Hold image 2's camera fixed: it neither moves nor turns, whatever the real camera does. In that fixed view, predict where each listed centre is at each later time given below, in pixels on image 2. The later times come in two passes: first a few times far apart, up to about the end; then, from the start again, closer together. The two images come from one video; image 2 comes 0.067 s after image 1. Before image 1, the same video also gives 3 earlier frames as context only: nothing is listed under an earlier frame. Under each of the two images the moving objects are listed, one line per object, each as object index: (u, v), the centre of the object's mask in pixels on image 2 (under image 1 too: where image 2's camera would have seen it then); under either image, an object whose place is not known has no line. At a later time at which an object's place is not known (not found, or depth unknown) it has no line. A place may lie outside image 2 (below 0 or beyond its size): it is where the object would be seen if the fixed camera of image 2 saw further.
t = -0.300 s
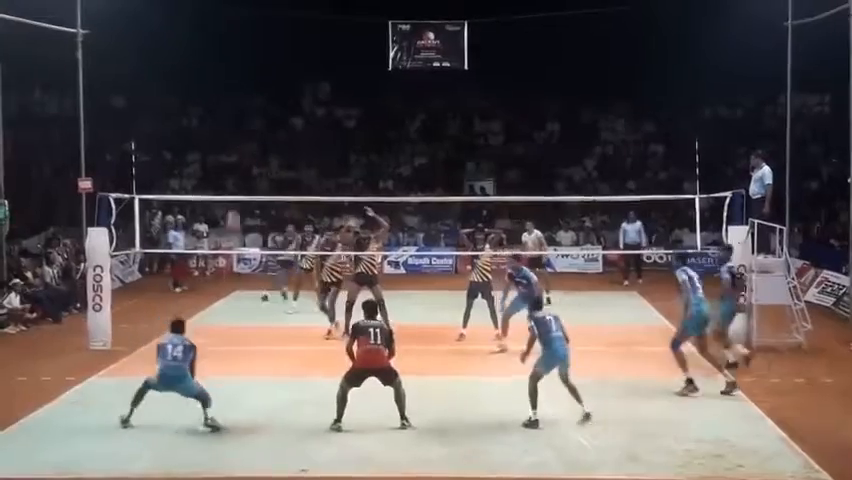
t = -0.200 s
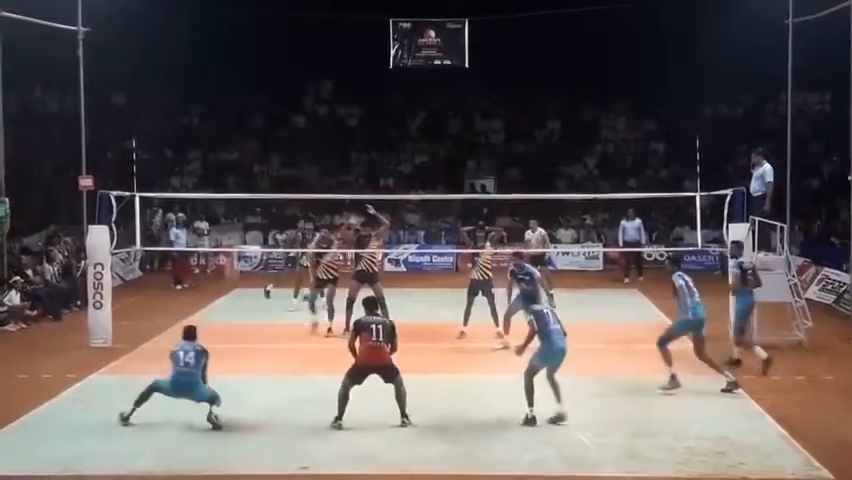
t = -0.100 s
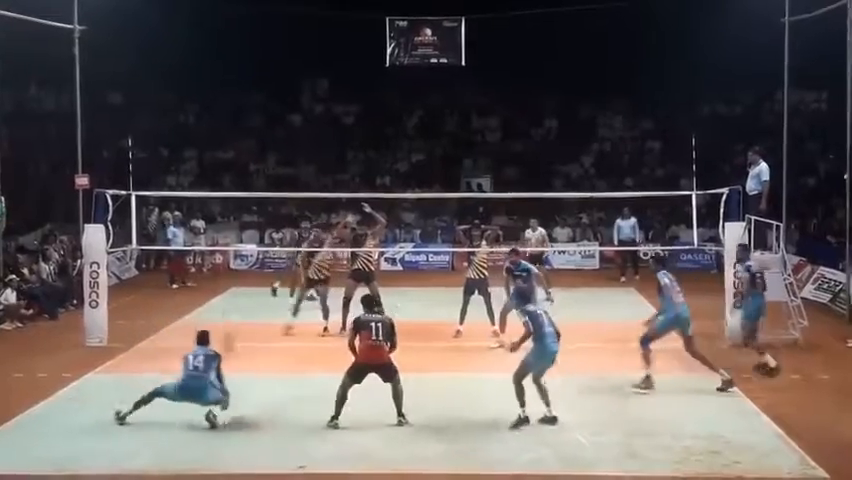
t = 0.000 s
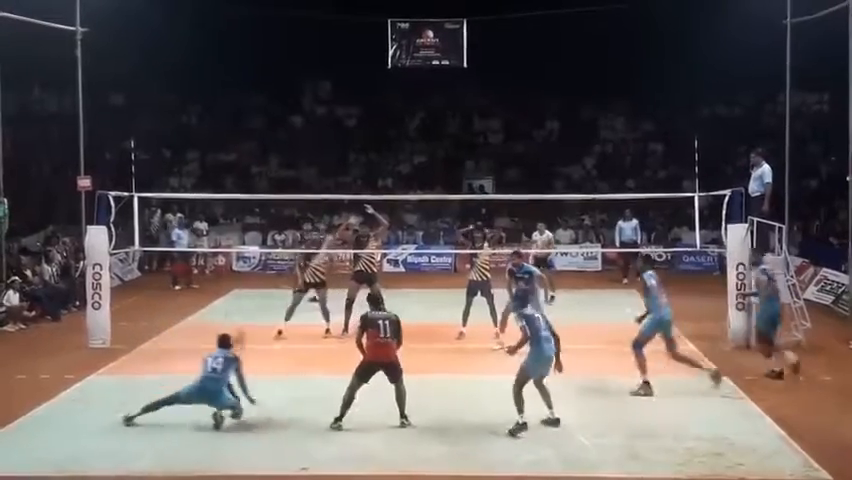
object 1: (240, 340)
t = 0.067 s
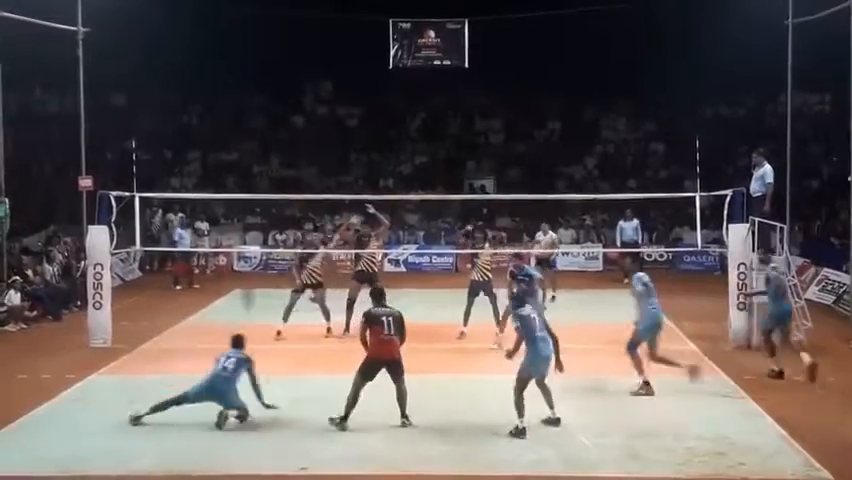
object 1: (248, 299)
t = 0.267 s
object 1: (271, 187)
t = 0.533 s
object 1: (297, 107)
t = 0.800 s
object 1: (322, 78)
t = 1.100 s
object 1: (347, 103)
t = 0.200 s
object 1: (263, 217)
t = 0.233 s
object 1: (267, 207)
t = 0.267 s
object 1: (271, 187)
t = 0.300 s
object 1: (275, 177)
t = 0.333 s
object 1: (278, 165)
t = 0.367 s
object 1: (281, 152)
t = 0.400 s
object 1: (284, 141)
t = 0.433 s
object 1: (288, 131)
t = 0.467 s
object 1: (291, 123)
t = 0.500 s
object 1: (294, 115)
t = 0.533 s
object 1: (297, 107)
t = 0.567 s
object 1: (301, 101)
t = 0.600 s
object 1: (304, 95)
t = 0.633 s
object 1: (307, 90)
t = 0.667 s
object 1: (309, 86)
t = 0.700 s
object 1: (313, 83)
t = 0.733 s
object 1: (316, 80)
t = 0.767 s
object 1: (319, 79)
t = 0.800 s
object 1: (322, 78)
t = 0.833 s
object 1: (324, 78)
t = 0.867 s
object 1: (327, 79)
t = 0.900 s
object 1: (330, 81)
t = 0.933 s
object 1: (333, 83)
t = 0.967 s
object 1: (336, 85)
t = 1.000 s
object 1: (339, 88)
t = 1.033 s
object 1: (342, 93)
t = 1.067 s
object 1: (344, 98)
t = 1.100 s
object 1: (347, 103)
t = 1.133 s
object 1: (350, 109)
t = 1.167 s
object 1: (353, 116)
